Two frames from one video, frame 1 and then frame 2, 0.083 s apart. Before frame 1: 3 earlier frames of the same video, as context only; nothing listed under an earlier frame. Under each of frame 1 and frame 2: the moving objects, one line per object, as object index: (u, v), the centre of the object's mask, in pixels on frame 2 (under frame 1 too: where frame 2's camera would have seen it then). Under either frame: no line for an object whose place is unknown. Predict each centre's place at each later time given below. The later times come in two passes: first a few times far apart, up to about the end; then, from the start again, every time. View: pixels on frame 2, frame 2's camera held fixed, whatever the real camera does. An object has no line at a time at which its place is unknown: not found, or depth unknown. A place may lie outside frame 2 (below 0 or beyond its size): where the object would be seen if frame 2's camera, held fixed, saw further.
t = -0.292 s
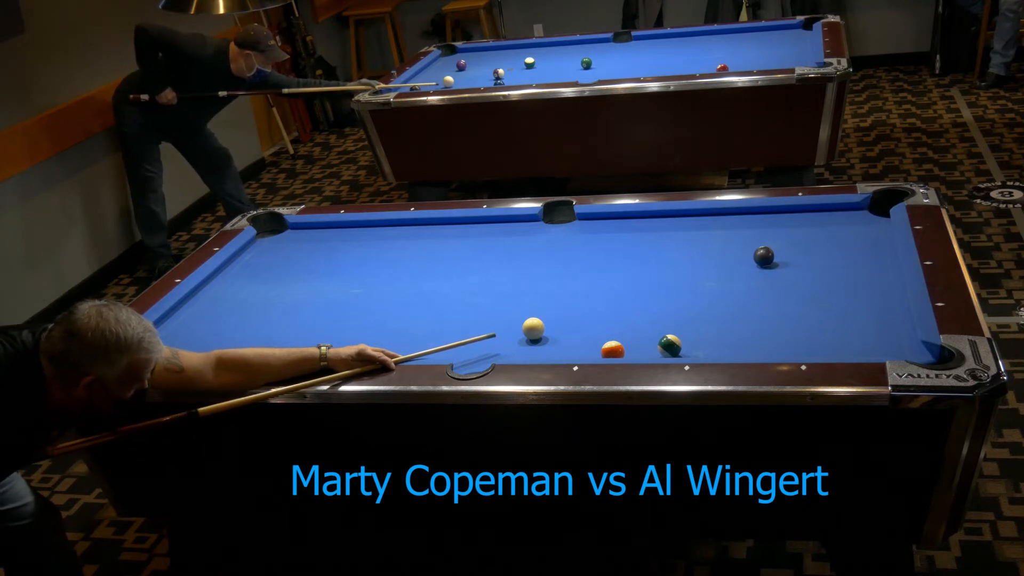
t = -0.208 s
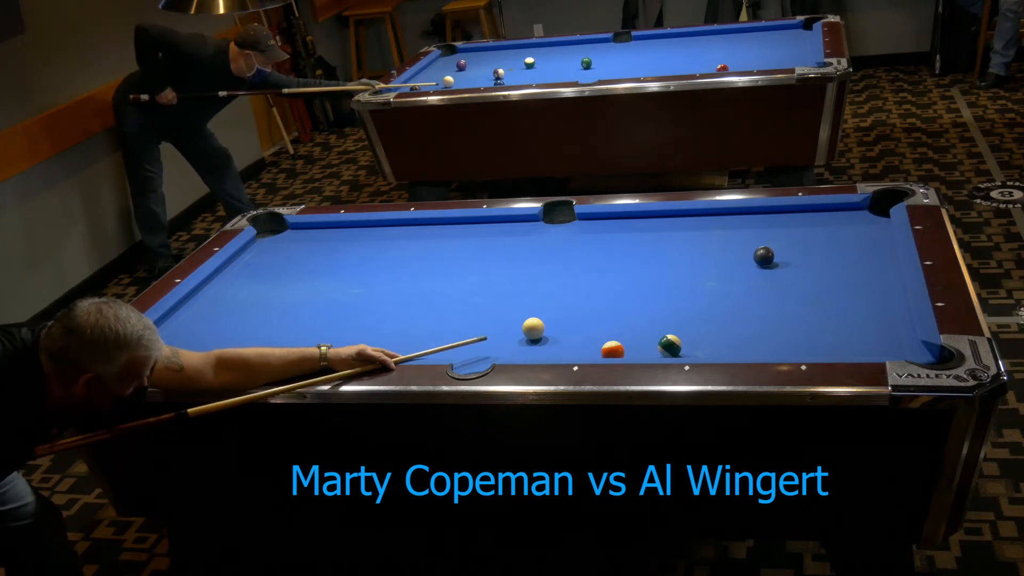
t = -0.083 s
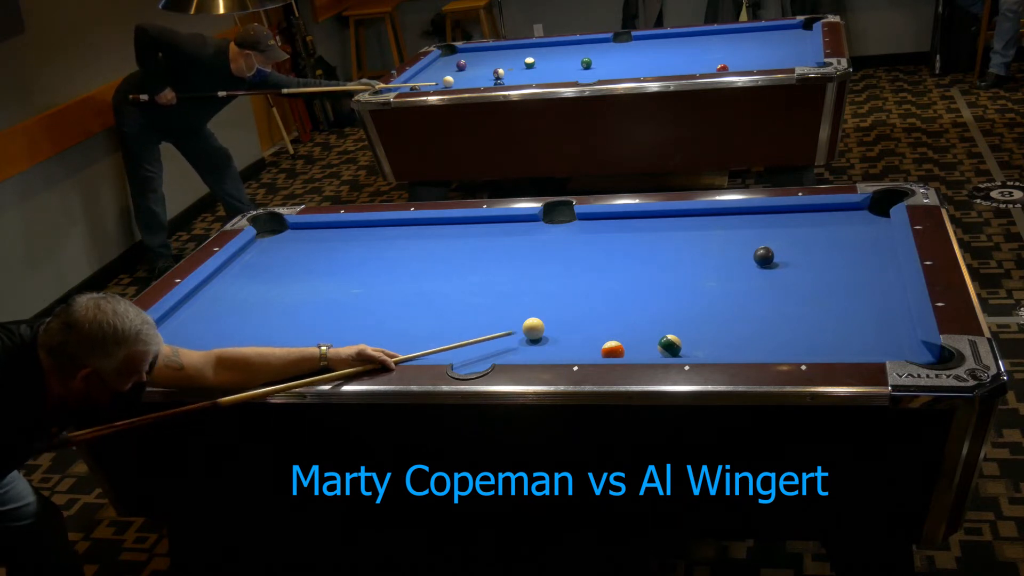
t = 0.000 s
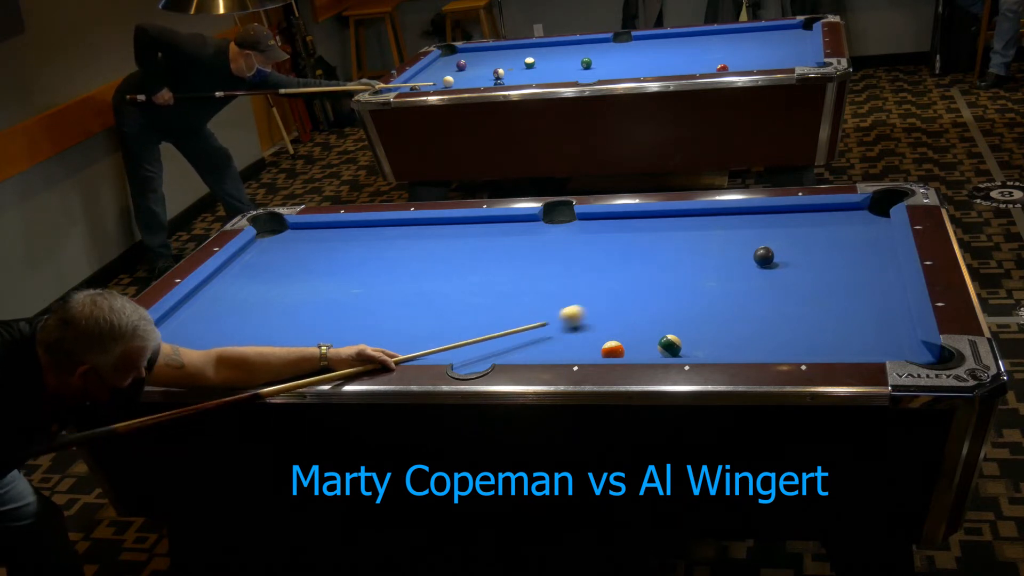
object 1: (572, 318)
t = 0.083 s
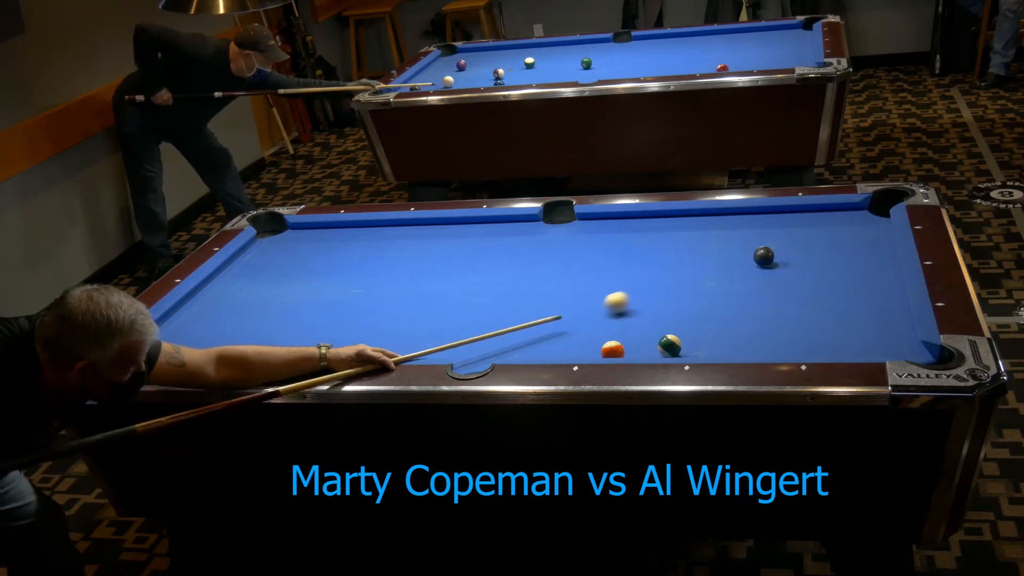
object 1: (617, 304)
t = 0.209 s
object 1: (676, 286)
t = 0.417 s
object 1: (752, 265)
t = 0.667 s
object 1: (782, 264)
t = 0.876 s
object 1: (808, 262)
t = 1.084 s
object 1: (832, 260)
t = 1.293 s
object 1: (854, 259)
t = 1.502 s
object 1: (874, 258)
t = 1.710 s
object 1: (885, 257)
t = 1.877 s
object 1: (877, 257)
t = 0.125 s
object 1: (637, 298)
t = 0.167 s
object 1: (657, 292)
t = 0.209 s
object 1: (676, 286)
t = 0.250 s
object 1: (694, 280)
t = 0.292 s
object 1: (713, 275)
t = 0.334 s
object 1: (731, 269)
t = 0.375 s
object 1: (748, 264)
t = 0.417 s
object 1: (752, 265)
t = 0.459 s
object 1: (755, 265)
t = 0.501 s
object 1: (760, 265)
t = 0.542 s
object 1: (765, 265)
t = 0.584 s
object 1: (771, 265)
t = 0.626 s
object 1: (776, 264)
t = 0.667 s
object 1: (782, 264)
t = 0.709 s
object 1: (787, 263)
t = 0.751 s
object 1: (793, 263)
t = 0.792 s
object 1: (798, 263)
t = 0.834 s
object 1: (803, 263)
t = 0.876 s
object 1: (808, 262)
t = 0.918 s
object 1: (813, 262)
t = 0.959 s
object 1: (818, 262)
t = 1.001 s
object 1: (823, 261)
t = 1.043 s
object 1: (827, 261)
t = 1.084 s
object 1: (832, 260)
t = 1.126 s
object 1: (836, 260)
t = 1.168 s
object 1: (841, 260)
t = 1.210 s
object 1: (845, 260)
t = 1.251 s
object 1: (850, 259)
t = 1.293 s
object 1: (854, 259)
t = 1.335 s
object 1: (858, 259)
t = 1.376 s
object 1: (862, 258)
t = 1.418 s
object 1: (866, 258)
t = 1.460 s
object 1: (870, 258)
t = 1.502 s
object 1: (874, 258)
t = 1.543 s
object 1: (878, 257)
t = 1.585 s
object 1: (881, 257)
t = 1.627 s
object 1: (885, 257)
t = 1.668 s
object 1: (887, 257)
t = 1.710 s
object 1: (885, 257)
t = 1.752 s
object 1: (883, 257)
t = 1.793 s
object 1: (881, 257)
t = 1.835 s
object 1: (879, 257)
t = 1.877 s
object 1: (877, 257)
